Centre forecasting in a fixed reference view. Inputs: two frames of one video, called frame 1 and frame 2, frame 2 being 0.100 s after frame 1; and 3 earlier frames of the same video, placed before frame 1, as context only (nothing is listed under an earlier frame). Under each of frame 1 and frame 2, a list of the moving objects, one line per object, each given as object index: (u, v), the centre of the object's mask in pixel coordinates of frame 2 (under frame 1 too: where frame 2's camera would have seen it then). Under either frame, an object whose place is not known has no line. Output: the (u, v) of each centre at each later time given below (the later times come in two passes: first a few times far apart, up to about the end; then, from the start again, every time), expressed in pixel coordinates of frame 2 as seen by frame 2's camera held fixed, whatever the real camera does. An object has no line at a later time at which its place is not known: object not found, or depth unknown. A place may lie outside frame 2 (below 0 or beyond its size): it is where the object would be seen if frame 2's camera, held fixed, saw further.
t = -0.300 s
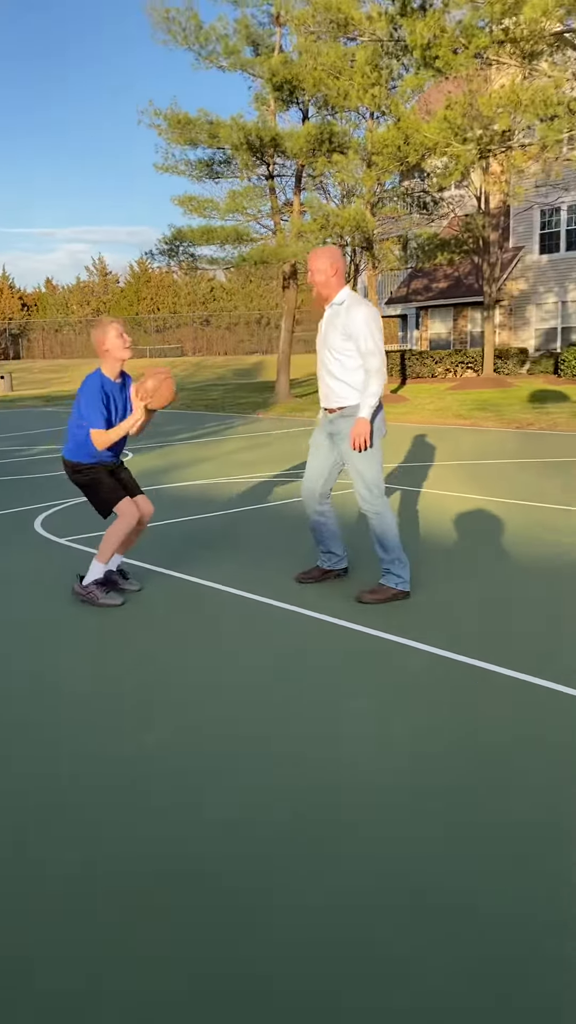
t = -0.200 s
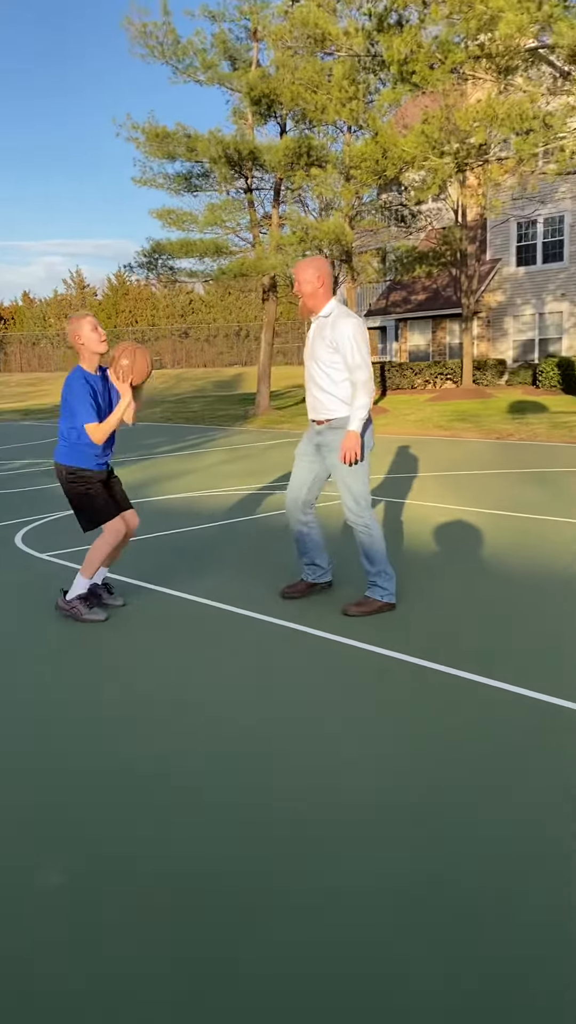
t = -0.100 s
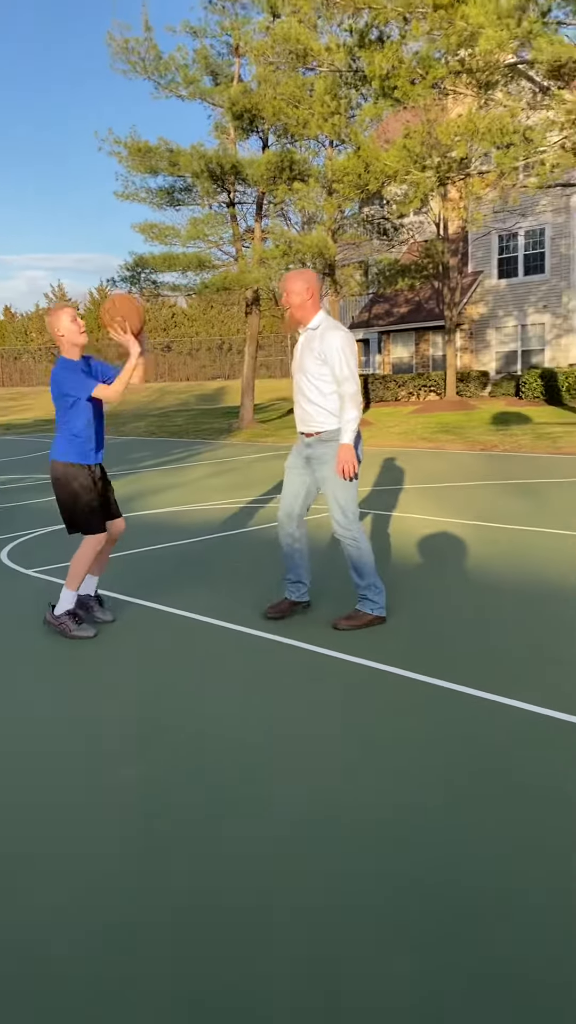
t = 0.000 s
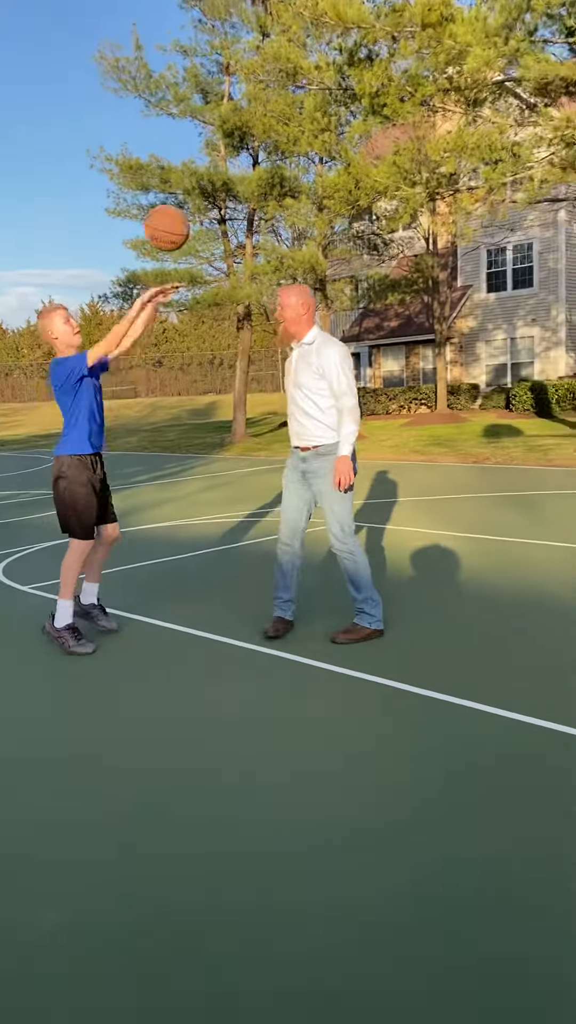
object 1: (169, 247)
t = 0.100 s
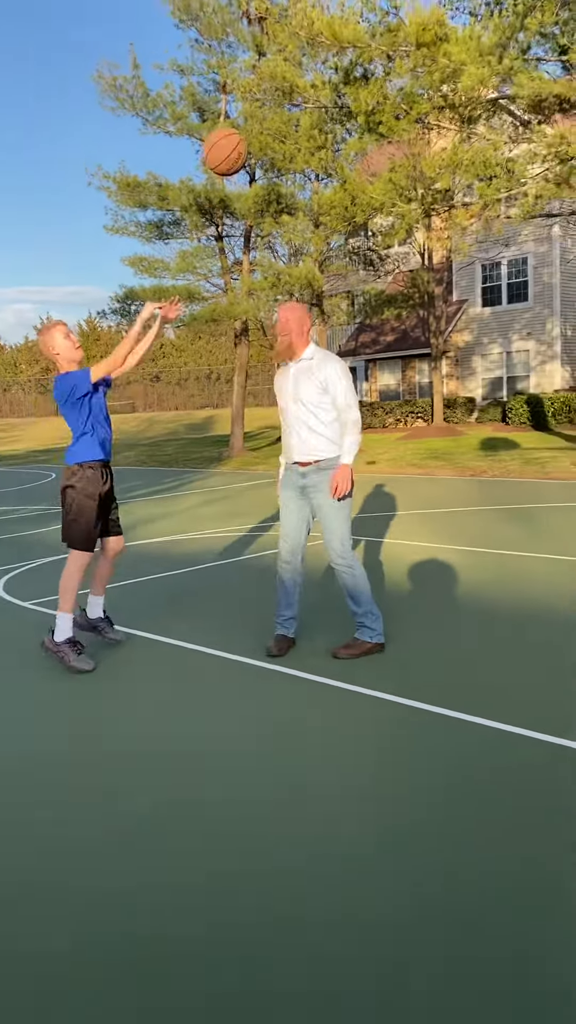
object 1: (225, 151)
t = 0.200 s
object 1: (287, 78)
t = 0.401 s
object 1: (414, -12)
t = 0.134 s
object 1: (246, 125)
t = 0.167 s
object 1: (266, 99)
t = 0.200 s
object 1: (287, 78)
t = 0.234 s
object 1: (308, 57)
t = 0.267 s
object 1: (329, 40)
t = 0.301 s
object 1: (351, 23)
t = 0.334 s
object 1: (372, 10)
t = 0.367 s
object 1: (393, -3)
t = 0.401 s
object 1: (414, -12)
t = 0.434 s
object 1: (435, -20)
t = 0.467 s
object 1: (456, -24)
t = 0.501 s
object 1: (477, -29)
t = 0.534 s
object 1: (498, -29)
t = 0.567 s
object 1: (519, -28)
